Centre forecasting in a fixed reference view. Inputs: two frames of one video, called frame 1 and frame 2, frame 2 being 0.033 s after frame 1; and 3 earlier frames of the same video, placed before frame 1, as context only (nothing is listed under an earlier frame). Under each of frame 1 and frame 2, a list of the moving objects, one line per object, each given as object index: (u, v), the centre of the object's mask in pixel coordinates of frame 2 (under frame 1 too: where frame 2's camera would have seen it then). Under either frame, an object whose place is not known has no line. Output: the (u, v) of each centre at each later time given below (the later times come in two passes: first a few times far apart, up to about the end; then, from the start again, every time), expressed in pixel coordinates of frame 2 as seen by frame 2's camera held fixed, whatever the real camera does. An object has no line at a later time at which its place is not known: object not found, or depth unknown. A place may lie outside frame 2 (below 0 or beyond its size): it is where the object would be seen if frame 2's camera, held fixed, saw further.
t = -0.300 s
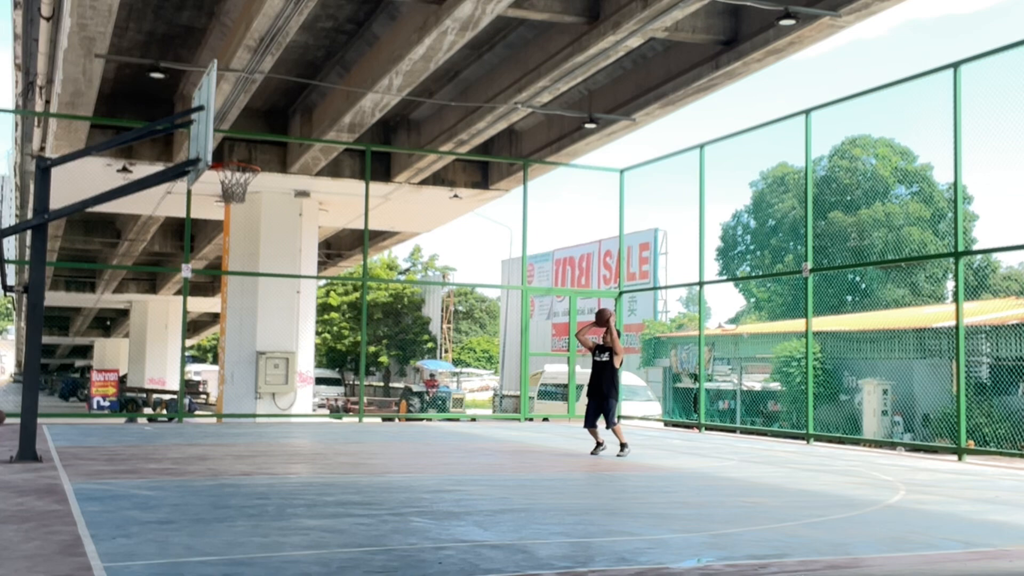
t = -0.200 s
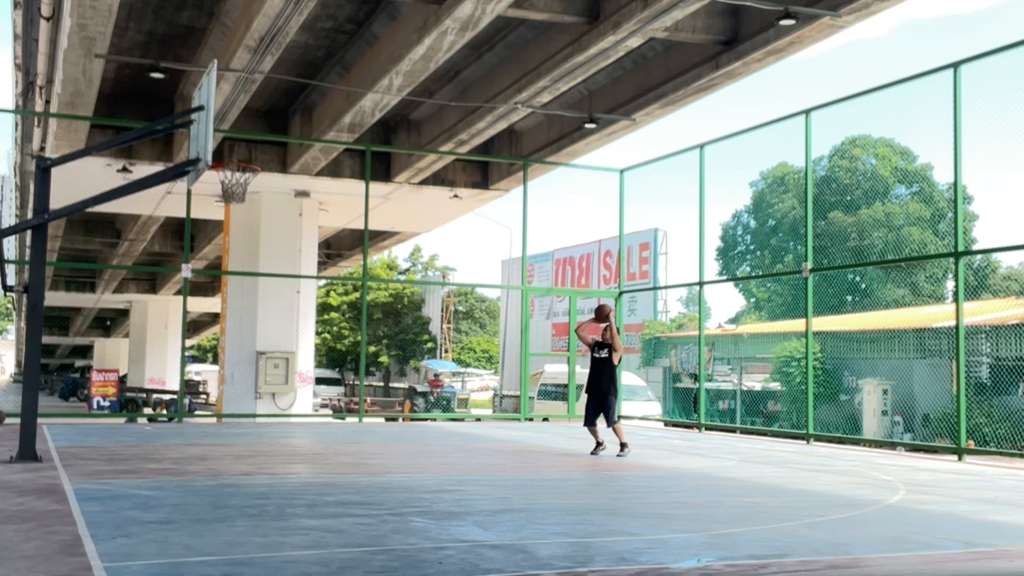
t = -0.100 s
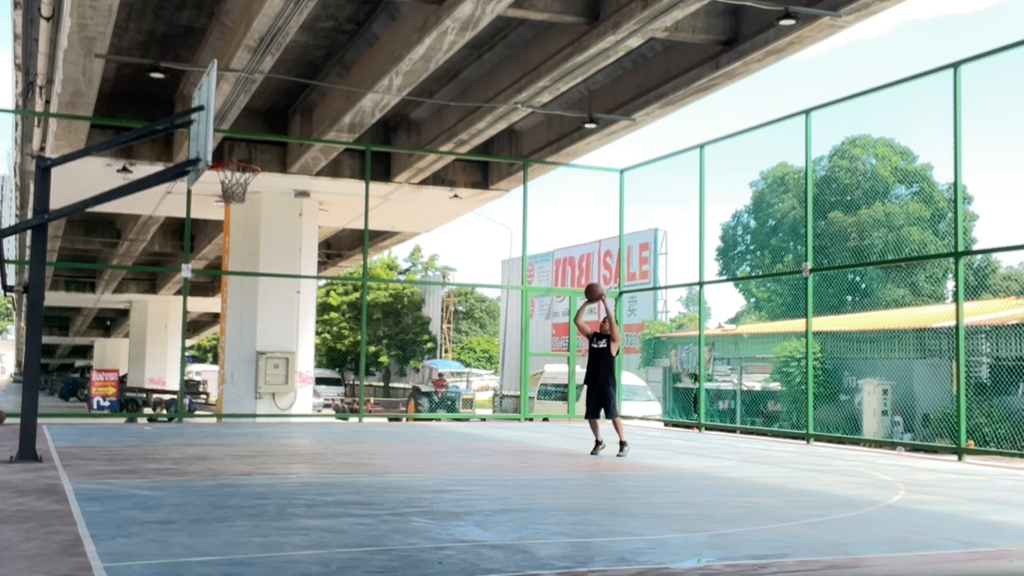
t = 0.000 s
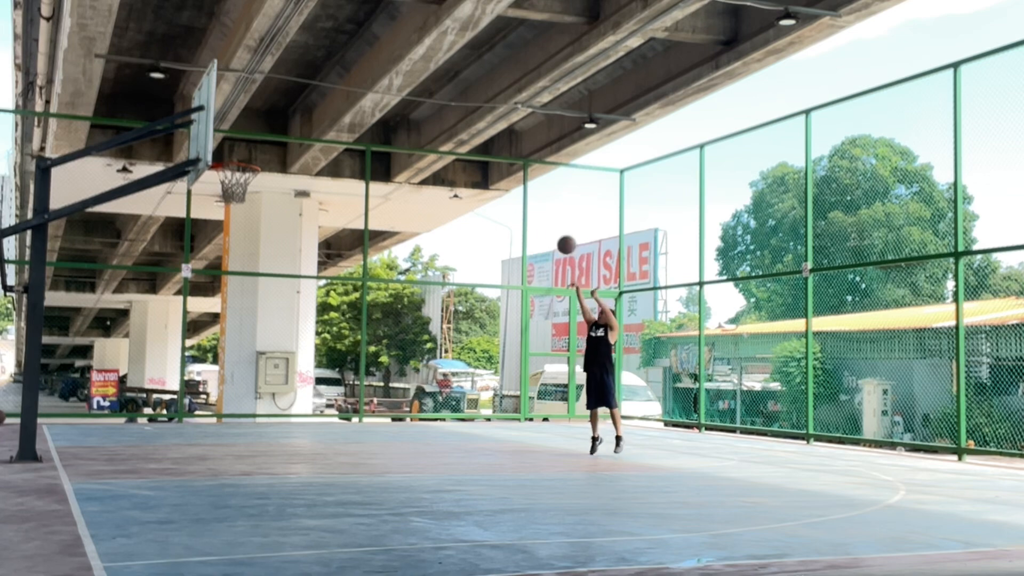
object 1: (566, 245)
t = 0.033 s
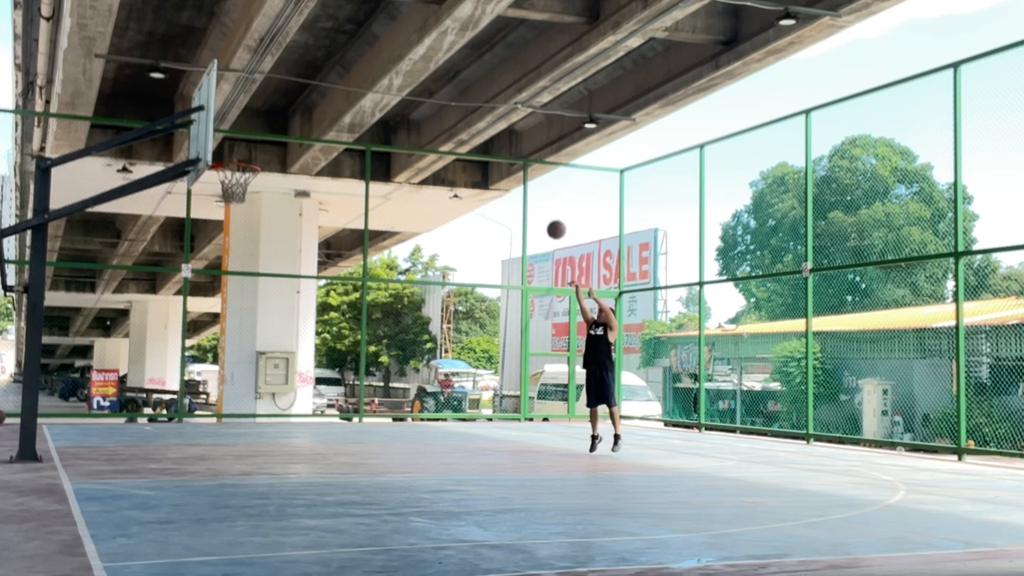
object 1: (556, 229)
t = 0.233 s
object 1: (493, 157)
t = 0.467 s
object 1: (415, 114)
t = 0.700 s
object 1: (332, 114)
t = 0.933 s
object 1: (247, 159)
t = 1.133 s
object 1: (244, 178)
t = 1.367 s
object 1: (237, 198)
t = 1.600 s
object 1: (220, 252)
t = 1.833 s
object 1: (200, 354)
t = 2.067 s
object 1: (180, 403)
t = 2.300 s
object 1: (162, 310)
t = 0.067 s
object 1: (546, 215)
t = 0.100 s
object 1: (535, 202)
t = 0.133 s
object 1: (525, 189)
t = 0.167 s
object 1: (514, 177)
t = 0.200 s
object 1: (504, 166)
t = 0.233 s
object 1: (493, 157)
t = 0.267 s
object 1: (482, 147)
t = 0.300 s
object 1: (471, 140)
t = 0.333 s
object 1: (460, 132)
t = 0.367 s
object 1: (449, 126)
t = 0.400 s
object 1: (438, 121)
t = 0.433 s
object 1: (427, 117)
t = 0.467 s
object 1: (415, 114)
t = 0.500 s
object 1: (405, 111)
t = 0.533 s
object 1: (392, 110)
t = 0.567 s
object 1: (381, 109)
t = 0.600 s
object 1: (369, 108)
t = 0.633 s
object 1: (357, 109)
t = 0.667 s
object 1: (345, 111)
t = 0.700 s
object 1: (332, 114)
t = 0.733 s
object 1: (321, 119)
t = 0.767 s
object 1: (309, 125)
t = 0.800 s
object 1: (297, 129)
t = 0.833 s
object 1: (284, 138)
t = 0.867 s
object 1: (271, 146)
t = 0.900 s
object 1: (259, 155)
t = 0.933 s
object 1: (247, 159)
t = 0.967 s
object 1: (236, 165)
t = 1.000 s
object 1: (228, 169)
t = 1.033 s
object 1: (232, 172)
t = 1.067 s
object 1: (237, 173)
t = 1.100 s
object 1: (242, 176)
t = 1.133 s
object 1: (244, 178)
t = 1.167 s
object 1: (244, 178)
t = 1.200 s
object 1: (243, 181)
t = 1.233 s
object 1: (243, 183)
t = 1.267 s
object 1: (243, 187)
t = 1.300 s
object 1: (241, 191)
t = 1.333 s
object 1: (240, 194)
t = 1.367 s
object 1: (237, 198)
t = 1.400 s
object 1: (236, 203)
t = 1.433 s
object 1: (233, 210)
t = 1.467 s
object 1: (230, 215)
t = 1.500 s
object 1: (228, 223)
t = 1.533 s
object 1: (226, 232)
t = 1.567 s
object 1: (223, 242)
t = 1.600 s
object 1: (220, 252)
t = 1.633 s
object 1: (217, 264)
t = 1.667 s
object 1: (214, 275)
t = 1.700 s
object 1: (212, 289)
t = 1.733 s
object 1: (209, 305)
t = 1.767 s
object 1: (206, 320)
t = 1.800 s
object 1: (202, 334)
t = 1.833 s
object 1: (200, 354)
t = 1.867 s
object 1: (197, 372)
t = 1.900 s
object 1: (194, 391)
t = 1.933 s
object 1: (190, 412)
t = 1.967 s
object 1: (188, 433)
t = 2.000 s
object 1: (185, 439)
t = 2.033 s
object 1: (182, 421)
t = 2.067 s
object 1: (180, 403)
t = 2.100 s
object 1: (178, 387)
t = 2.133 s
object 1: (175, 371)
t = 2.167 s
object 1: (172, 357)
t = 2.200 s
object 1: (170, 343)
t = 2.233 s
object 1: (167, 331)
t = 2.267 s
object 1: (164, 320)
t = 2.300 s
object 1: (162, 310)
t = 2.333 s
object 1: (159, 301)
